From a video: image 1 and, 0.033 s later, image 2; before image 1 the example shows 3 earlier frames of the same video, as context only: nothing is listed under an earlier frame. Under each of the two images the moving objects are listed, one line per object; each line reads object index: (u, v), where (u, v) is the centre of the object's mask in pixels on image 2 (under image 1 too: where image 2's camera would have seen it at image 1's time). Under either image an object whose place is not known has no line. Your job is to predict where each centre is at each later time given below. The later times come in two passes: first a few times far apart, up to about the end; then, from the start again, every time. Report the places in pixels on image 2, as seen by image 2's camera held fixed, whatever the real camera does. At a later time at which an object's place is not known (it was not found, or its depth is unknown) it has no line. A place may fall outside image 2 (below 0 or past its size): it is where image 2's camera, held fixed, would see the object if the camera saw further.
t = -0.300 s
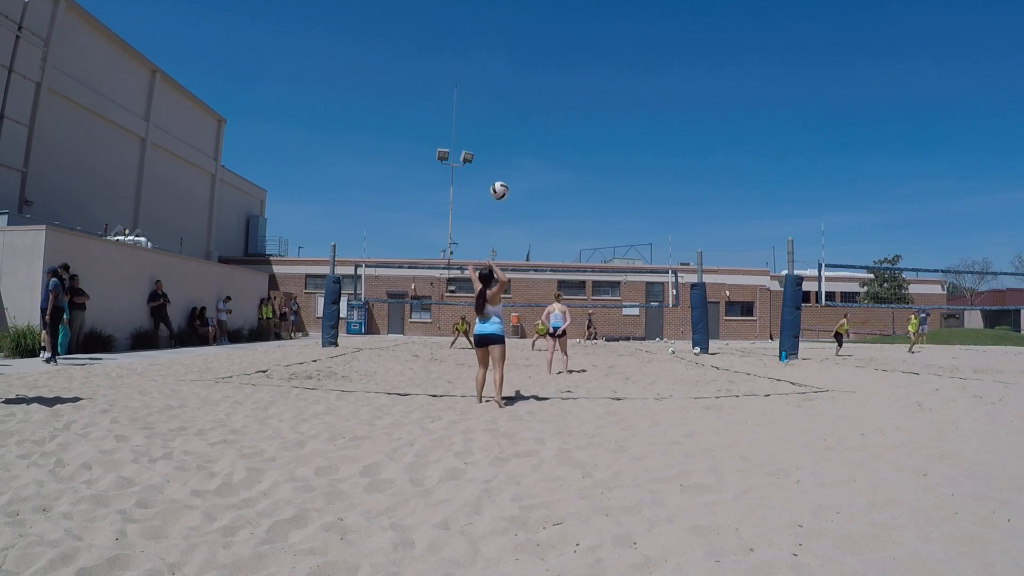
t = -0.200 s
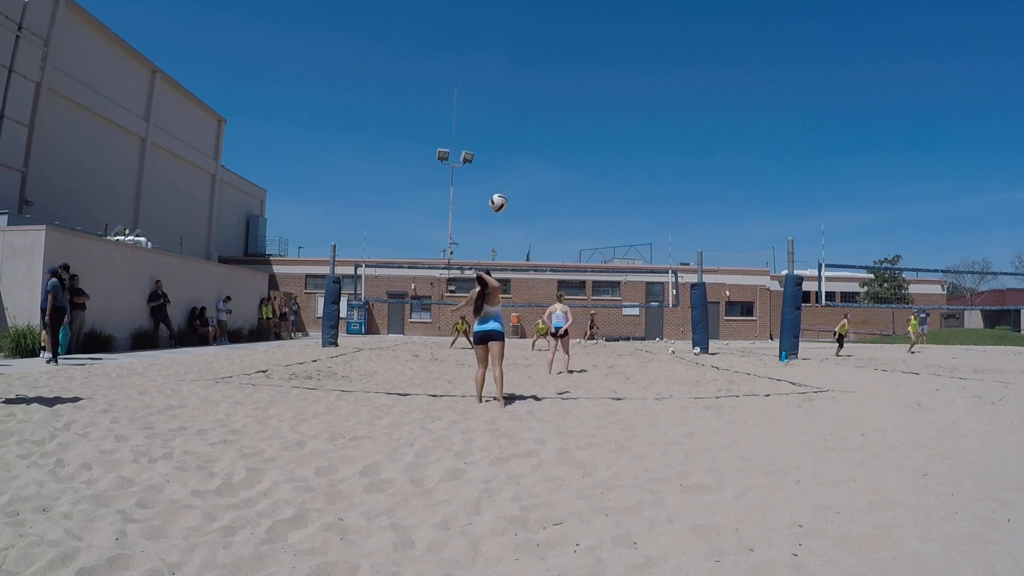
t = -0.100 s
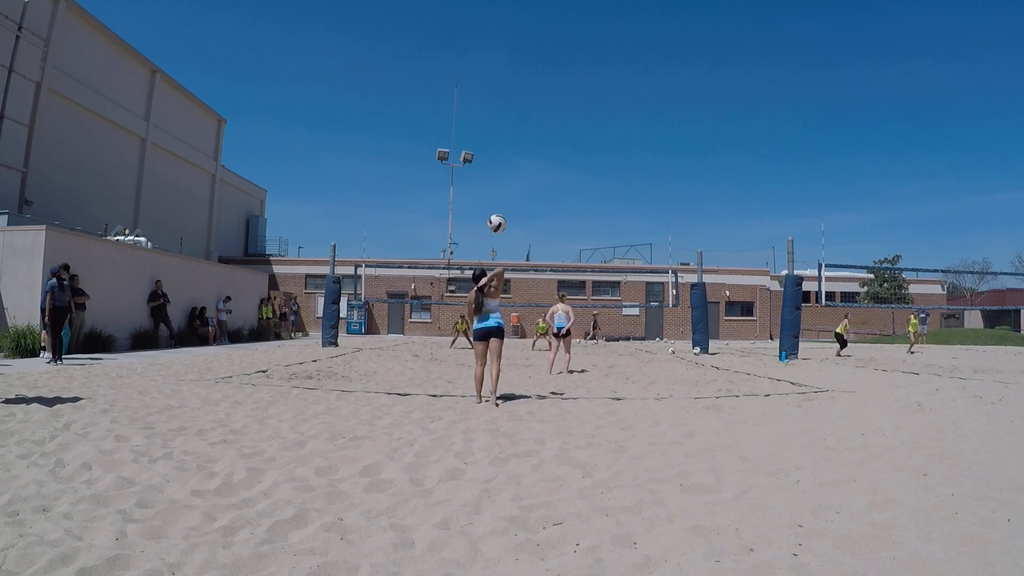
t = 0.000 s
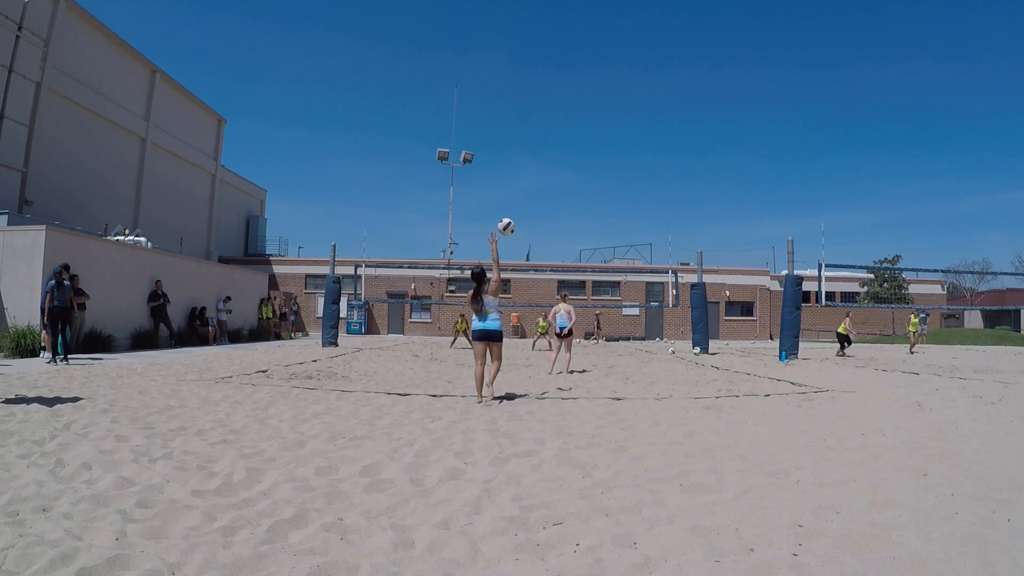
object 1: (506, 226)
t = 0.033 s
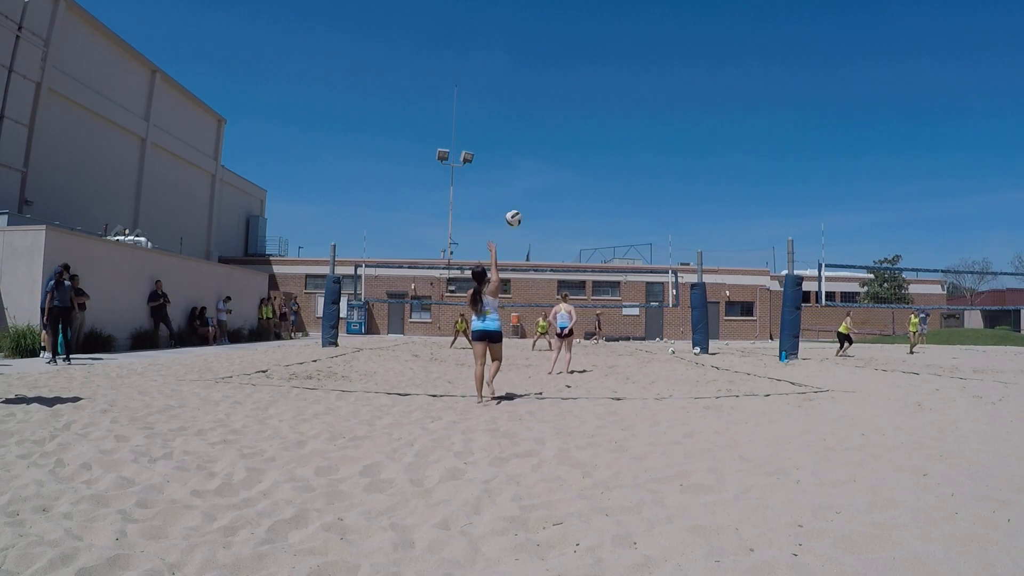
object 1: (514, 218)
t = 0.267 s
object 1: (549, 196)
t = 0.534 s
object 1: (572, 211)
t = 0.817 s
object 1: (588, 248)
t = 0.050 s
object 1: (517, 215)
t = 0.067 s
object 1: (520, 212)
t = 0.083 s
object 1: (523, 209)
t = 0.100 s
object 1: (526, 206)
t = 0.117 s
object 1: (529, 204)
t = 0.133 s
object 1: (531, 202)
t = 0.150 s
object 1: (534, 201)
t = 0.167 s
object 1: (536, 200)
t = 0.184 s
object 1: (539, 199)
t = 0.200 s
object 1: (541, 198)
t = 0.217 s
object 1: (543, 197)
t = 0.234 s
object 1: (545, 197)
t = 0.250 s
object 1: (547, 196)
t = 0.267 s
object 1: (549, 196)
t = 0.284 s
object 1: (550, 196)
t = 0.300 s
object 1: (552, 197)
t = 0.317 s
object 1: (554, 197)
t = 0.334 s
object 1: (555, 197)
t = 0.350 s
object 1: (557, 198)
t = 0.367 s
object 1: (559, 199)
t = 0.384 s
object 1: (560, 199)
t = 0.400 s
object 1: (561, 200)
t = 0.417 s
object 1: (563, 201)
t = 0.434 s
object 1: (564, 202)
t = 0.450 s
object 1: (566, 204)
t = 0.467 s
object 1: (567, 205)
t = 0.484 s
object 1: (568, 207)
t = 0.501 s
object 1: (569, 208)
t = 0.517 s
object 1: (571, 210)
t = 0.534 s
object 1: (572, 211)
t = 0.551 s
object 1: (573, 213)
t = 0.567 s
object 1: (574, 215)
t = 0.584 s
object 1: (575, 217)
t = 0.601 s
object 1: (576, 219)
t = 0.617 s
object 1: (577, 221)
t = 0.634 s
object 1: (578, 223)
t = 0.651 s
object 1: (579, 225)
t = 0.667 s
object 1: (580, 227)
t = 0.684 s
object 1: (581, 229)
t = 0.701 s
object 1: (582, 231)
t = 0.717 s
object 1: (583, 234)
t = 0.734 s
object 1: (584, 236)
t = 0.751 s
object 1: (584, 238)
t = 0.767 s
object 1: (585, 241)
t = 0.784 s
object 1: (586, 243)
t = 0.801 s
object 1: (587, 246)
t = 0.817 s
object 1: (588, 248)
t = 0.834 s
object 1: (588, 251)
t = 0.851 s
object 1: (589, 254)
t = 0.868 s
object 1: (590, 256)
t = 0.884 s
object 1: (591, 259)
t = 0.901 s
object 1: (591, 262)
